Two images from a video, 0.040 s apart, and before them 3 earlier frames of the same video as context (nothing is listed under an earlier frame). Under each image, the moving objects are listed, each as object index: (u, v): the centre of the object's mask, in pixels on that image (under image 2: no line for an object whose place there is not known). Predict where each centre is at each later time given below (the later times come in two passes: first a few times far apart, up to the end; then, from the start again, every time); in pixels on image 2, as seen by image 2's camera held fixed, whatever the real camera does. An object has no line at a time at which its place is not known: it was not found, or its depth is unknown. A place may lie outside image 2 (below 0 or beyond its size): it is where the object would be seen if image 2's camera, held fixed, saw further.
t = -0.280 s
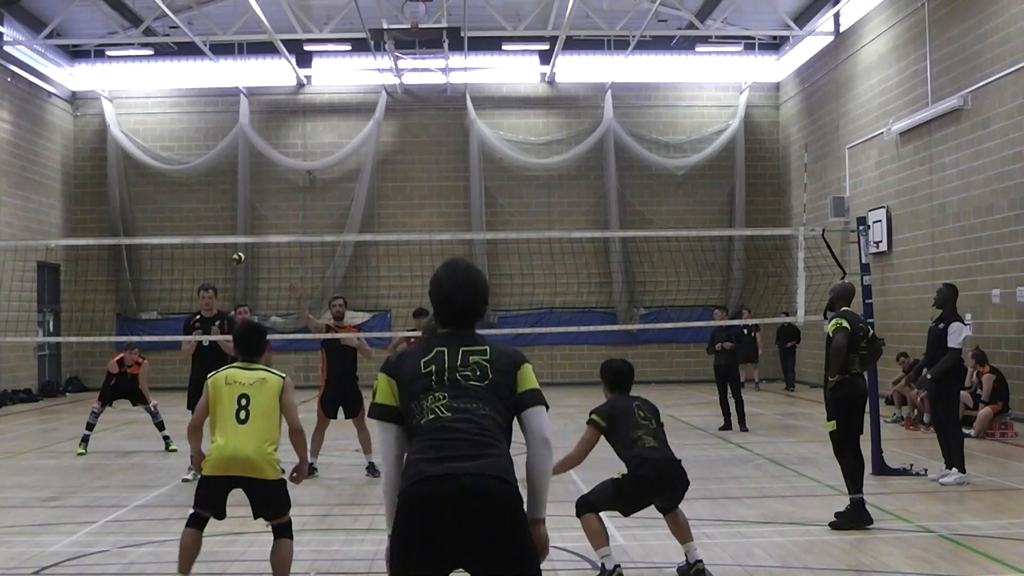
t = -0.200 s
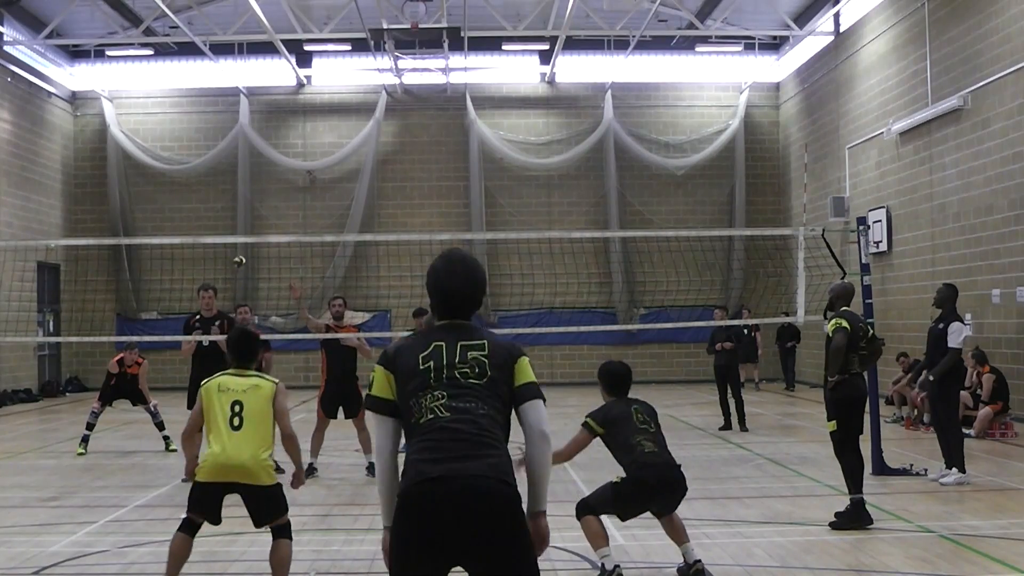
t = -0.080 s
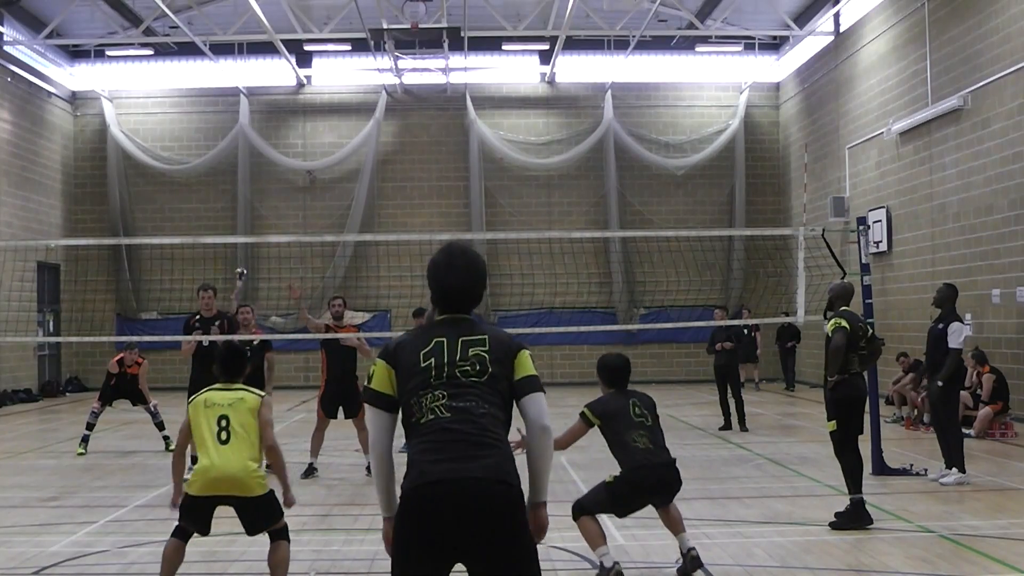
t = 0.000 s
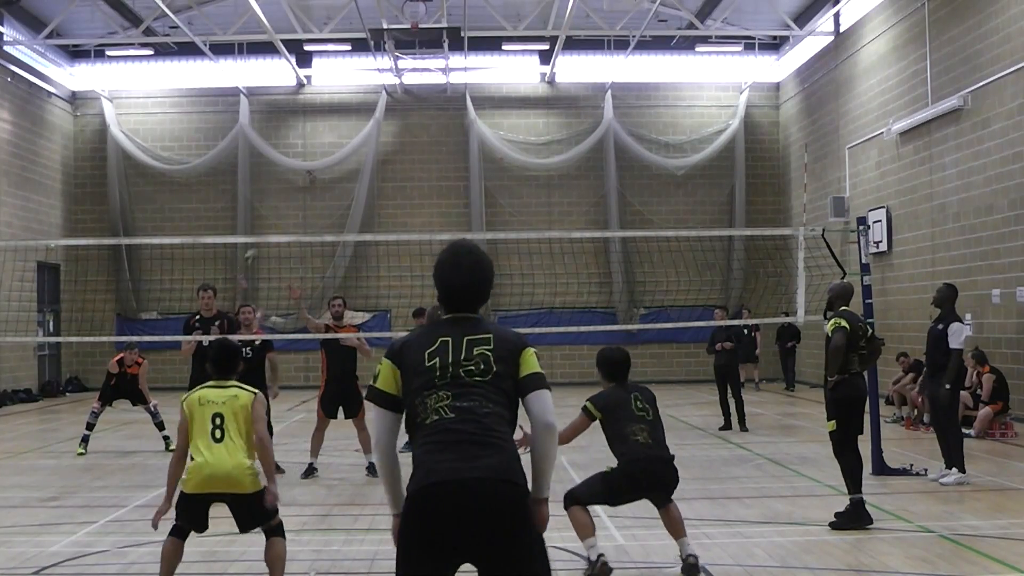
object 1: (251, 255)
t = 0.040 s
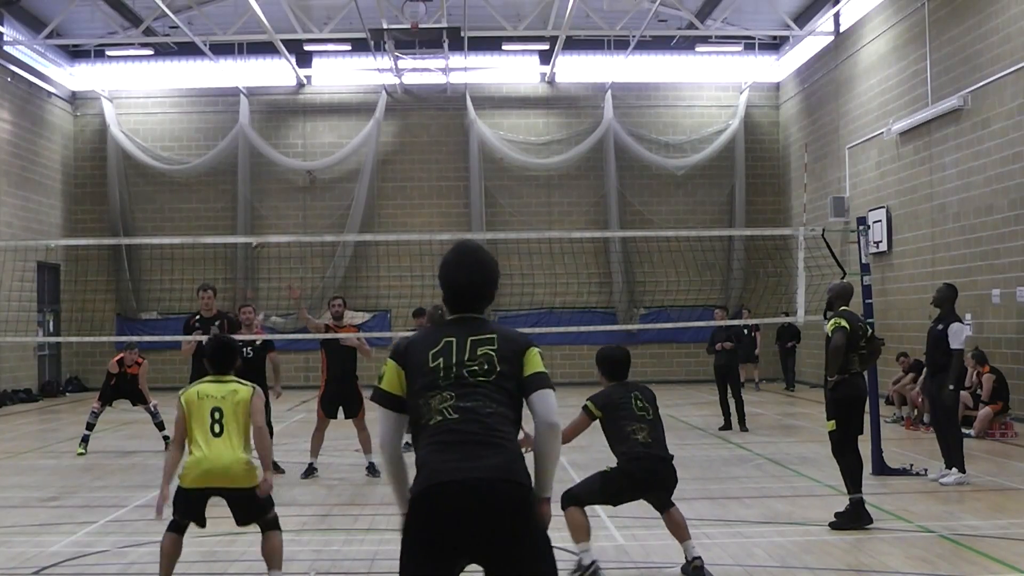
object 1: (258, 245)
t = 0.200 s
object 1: (294, 197)
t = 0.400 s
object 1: (347, 150)
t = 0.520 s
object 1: (382, 130)
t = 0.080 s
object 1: (267, 230)
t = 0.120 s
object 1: (276, 219)
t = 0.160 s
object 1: (284, 208)
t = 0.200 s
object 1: (294, 197)
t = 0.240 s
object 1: (303, 187)
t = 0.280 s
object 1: (313, 177)
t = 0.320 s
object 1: (325, 167)
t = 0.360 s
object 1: (336, 158)
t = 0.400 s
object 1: (347, 150)
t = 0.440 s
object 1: (359, 143)
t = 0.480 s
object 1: (371, 135)
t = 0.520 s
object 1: (382, 130)
